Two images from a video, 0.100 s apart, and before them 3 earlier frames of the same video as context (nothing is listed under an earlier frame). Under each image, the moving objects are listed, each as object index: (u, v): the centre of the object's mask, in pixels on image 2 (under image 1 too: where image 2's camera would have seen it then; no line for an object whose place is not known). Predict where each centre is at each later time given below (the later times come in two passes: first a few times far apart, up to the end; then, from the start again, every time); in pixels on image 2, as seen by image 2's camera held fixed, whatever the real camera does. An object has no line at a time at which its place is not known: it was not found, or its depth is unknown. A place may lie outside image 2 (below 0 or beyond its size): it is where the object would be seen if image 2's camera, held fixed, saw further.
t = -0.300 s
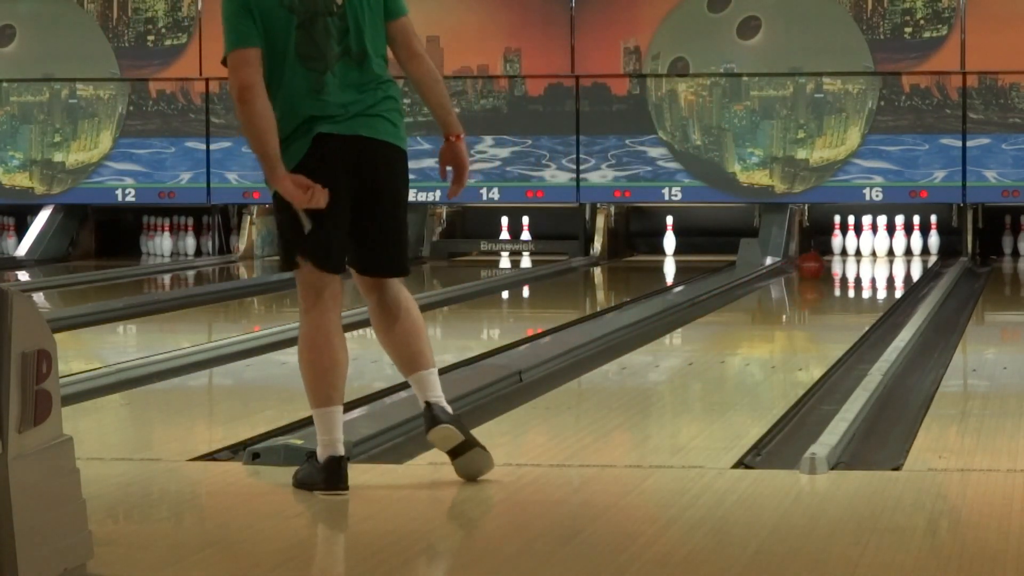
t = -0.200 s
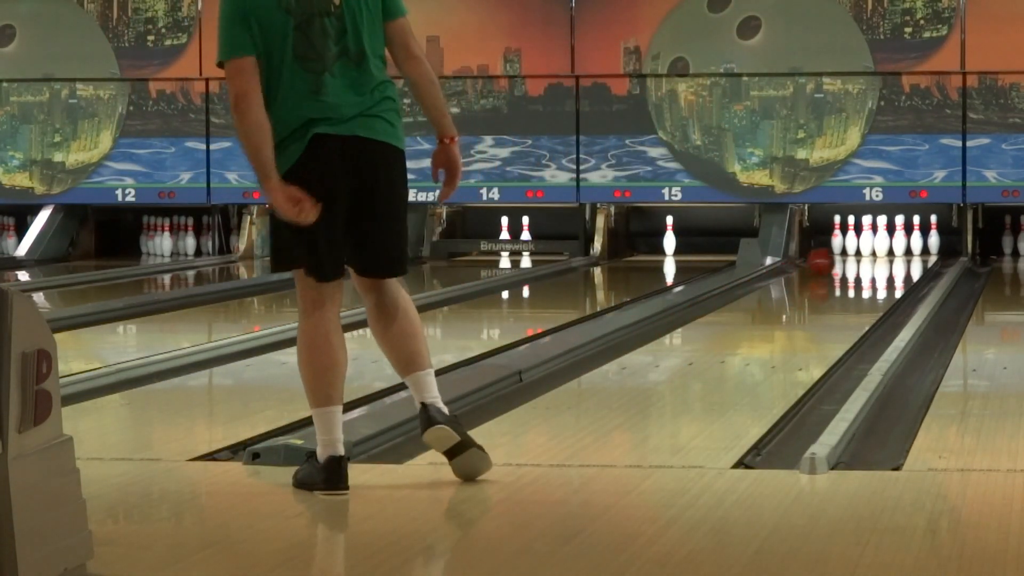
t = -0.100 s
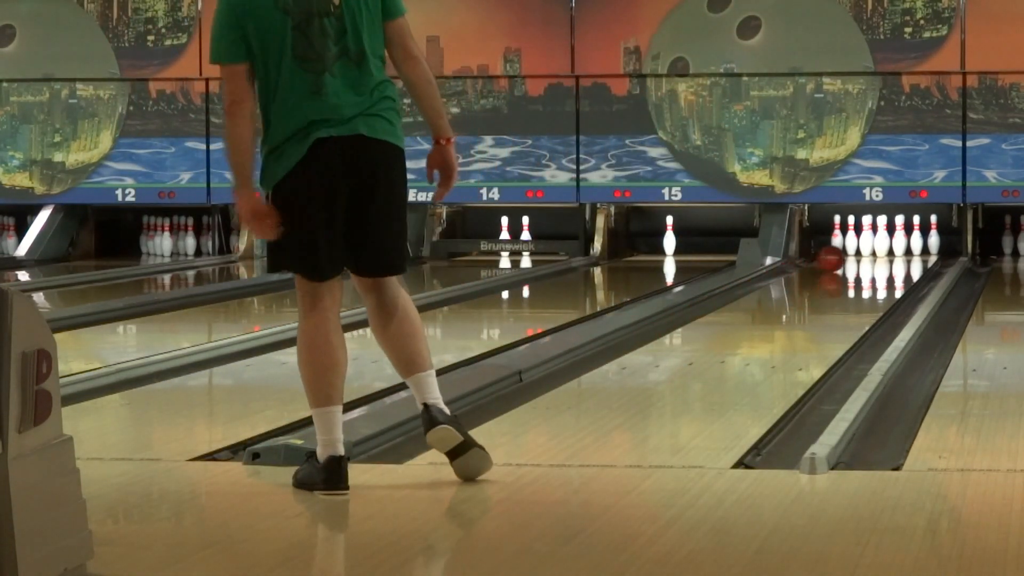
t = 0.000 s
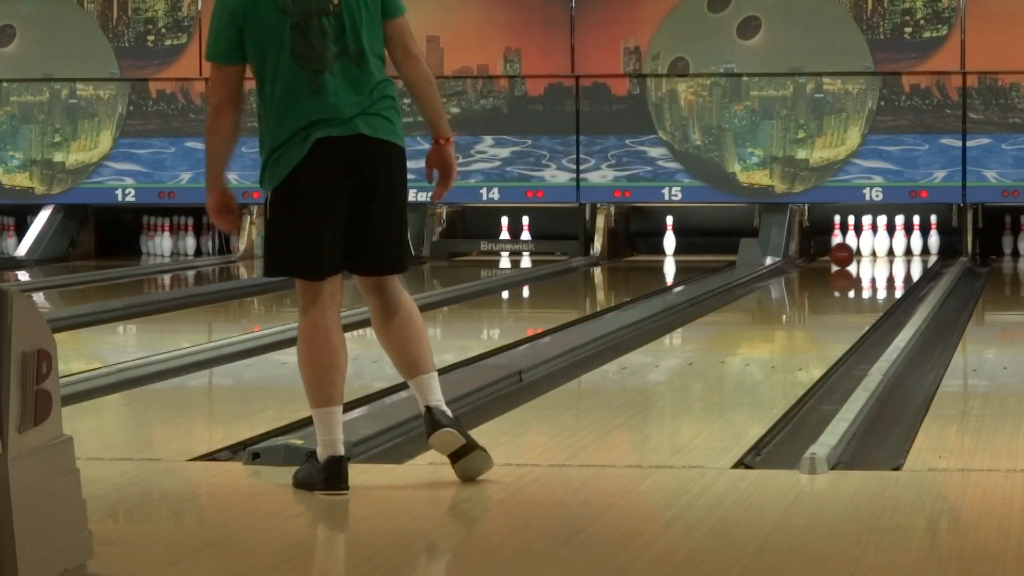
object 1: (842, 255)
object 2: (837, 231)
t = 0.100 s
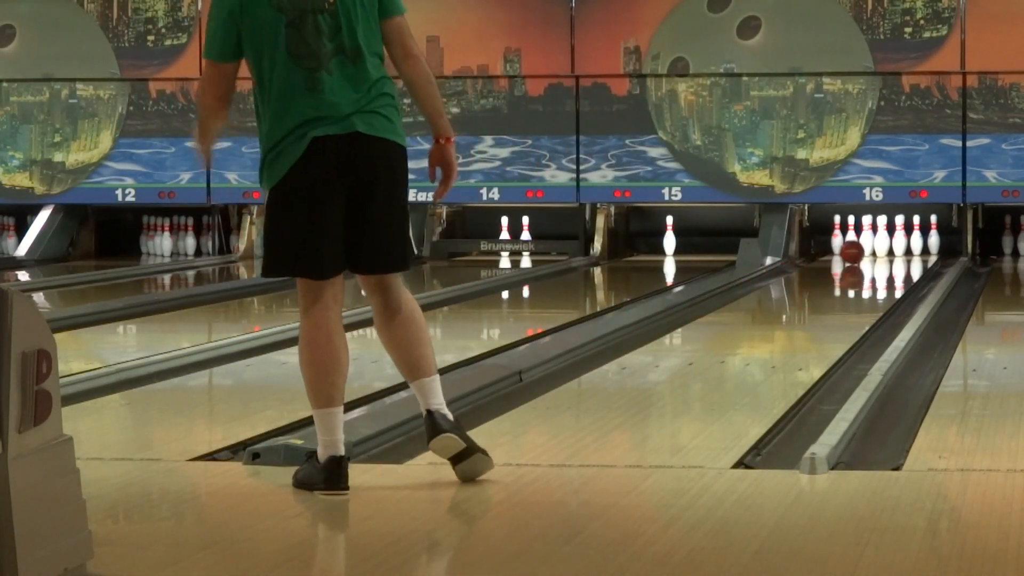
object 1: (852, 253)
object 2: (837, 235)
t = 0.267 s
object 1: (869, 247)
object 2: (837, 236)
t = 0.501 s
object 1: (885, 244)
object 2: (821, 240)
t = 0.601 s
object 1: (893, 242)
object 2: (818, 250)
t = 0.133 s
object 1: (856, 251)
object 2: (837, 236)
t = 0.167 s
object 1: (859, 250)
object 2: (837, 236)
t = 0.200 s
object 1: (863, 249)
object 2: (837, 236)
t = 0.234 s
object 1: (866, 248)
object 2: (837, 236)
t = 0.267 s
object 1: (869, 247)
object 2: (837, 236)
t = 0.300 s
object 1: (873, 247)
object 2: (837, 236)
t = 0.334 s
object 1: (874, 246)
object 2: (837, 236)
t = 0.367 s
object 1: (875, 245)
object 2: (837, 236)
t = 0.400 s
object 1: (878, 245)
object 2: (836, 235)
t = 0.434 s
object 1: (880, 245)
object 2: (833, 236)
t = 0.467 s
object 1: (882, 244)
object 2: (827, 239)
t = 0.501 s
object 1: (885, 244)
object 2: (821, 240)
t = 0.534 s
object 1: (887, 243)
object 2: (817, 242)
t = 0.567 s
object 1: (891, 243)
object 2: (817, 247)
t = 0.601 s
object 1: (893, 242)
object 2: (818, 250)
